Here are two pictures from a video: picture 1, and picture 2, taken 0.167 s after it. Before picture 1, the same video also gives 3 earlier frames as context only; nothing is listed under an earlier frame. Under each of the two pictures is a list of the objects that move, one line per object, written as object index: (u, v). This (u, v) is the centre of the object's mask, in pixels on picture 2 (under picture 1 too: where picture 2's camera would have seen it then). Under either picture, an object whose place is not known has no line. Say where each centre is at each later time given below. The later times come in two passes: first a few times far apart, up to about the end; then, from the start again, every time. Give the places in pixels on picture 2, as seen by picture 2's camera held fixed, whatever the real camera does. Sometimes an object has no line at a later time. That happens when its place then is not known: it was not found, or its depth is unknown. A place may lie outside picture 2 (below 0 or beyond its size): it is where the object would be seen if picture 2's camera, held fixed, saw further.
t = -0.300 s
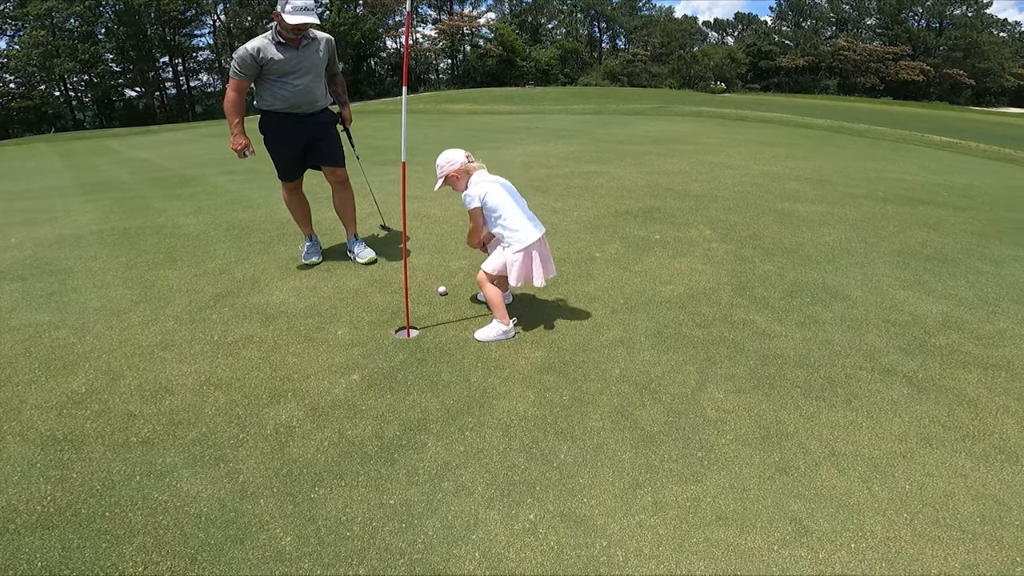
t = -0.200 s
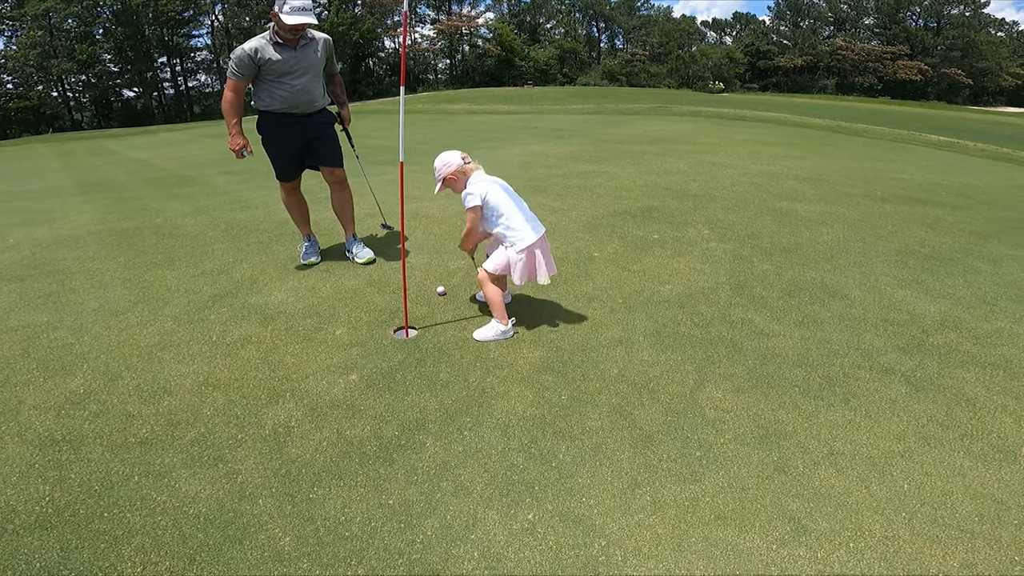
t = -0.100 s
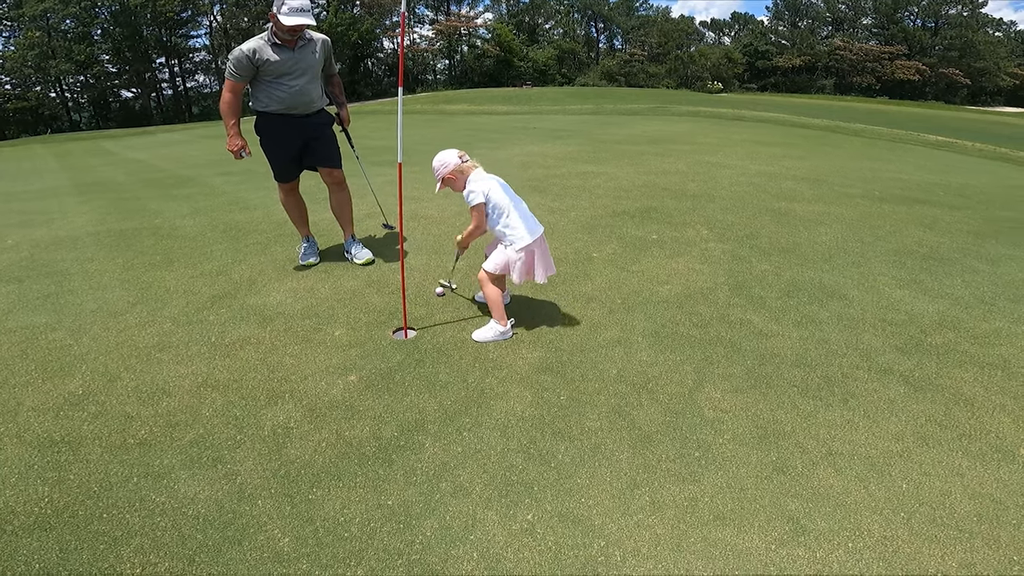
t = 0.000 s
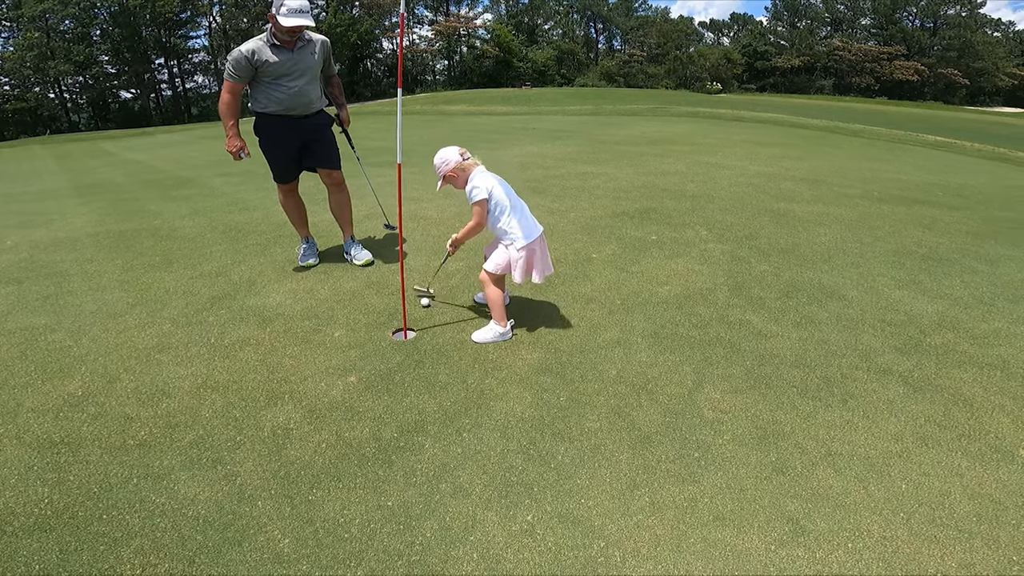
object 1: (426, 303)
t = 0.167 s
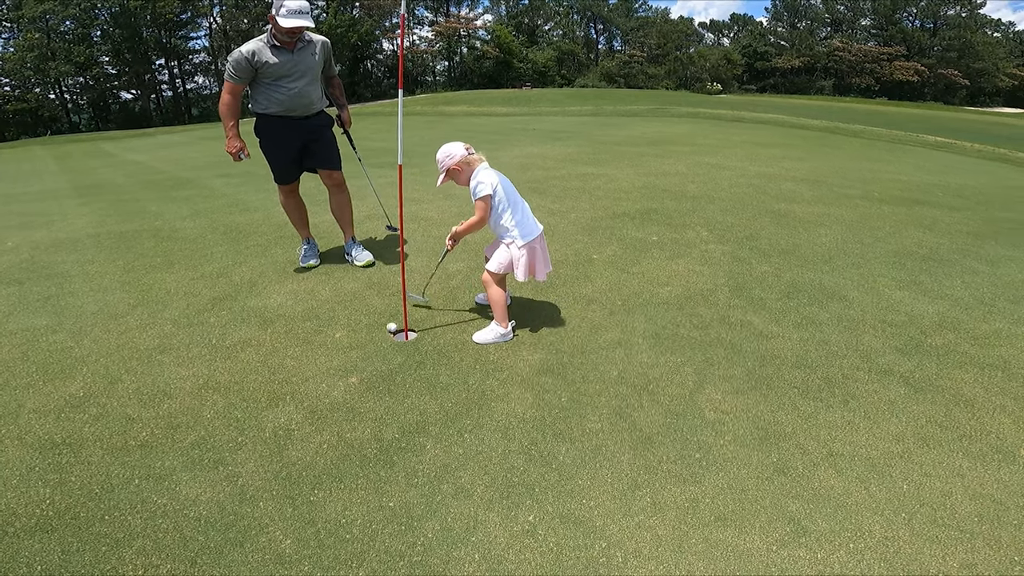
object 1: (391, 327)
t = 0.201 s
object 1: (385, 332)
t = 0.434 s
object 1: (338, 366)
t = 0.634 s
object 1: (292, 397)
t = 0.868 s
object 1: (234, 435)
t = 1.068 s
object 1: (178, 468)
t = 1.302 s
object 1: (108, 505)
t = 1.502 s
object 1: (49, 536)
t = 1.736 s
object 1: (-16, 572)
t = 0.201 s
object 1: (385, 332)
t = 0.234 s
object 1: (379, 337)
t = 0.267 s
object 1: (373, 342)
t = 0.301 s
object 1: (366, 346)
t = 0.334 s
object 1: (359, 351)
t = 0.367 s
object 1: (353, 356)
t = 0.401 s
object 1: (345, 361)
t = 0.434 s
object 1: (338, 366)
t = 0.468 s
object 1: (331, 371)
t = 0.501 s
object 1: (323, 376)
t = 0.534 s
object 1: (316, 381)
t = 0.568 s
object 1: (308, 387)
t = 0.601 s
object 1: (300, 392)
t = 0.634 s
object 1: (292, 397)
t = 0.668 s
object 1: (284, 402)
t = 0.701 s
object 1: (276, 408)
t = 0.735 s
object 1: (268, 414)
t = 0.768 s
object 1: (260, 419)
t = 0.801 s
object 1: (251, 424)
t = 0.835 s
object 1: (242, 430)
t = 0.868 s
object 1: (234, 435)
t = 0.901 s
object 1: (224, 441)
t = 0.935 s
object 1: (215, 446)
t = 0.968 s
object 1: (205, 451)
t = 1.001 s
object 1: (197, 457)
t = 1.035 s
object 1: (188, 462)
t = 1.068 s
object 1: (178, 468)
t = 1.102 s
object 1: (168, 473)
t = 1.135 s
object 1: (158, 479)
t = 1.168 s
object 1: (149, 484)
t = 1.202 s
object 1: (138, 489)
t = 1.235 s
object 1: (128, 495)
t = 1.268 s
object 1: (118, 500)
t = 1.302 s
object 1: (108, 505)
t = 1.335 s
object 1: (99, 510)
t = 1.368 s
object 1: (89, 515)
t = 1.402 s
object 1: (79, 520)
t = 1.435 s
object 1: (70, 525)
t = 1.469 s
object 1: (59, 531)
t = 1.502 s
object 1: (49, 536)
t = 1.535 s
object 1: (40, 541)
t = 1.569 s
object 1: (30, 546)
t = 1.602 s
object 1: (20, 552)
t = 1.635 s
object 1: (11, 557)
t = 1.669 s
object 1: (2, 562)
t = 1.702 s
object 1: (-7, 567)
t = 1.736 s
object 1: (-16, 572)
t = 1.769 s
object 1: (-25, 577)
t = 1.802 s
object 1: (-34, 583)
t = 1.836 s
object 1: (-43, 588)
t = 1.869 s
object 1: (-51, 594)
